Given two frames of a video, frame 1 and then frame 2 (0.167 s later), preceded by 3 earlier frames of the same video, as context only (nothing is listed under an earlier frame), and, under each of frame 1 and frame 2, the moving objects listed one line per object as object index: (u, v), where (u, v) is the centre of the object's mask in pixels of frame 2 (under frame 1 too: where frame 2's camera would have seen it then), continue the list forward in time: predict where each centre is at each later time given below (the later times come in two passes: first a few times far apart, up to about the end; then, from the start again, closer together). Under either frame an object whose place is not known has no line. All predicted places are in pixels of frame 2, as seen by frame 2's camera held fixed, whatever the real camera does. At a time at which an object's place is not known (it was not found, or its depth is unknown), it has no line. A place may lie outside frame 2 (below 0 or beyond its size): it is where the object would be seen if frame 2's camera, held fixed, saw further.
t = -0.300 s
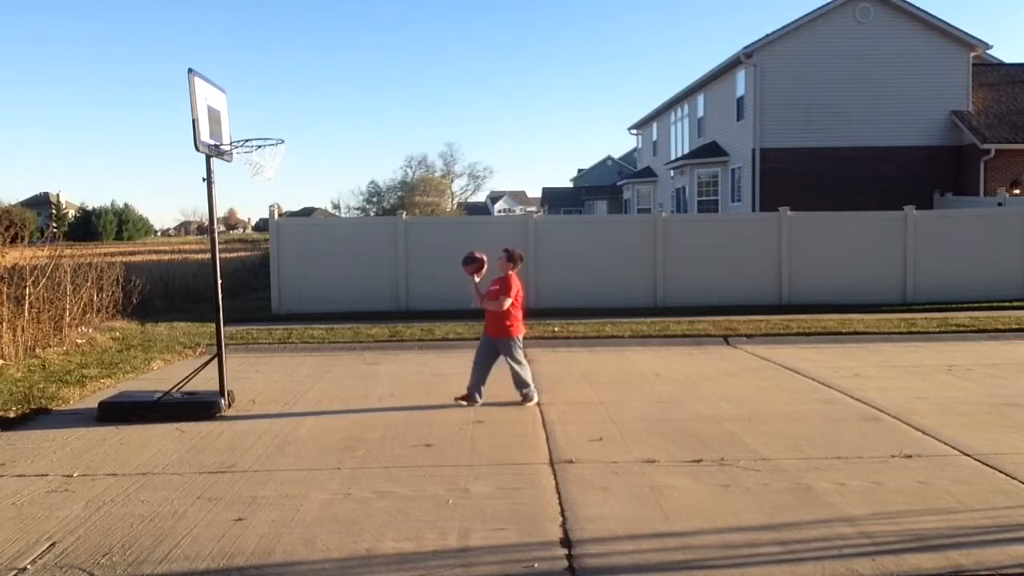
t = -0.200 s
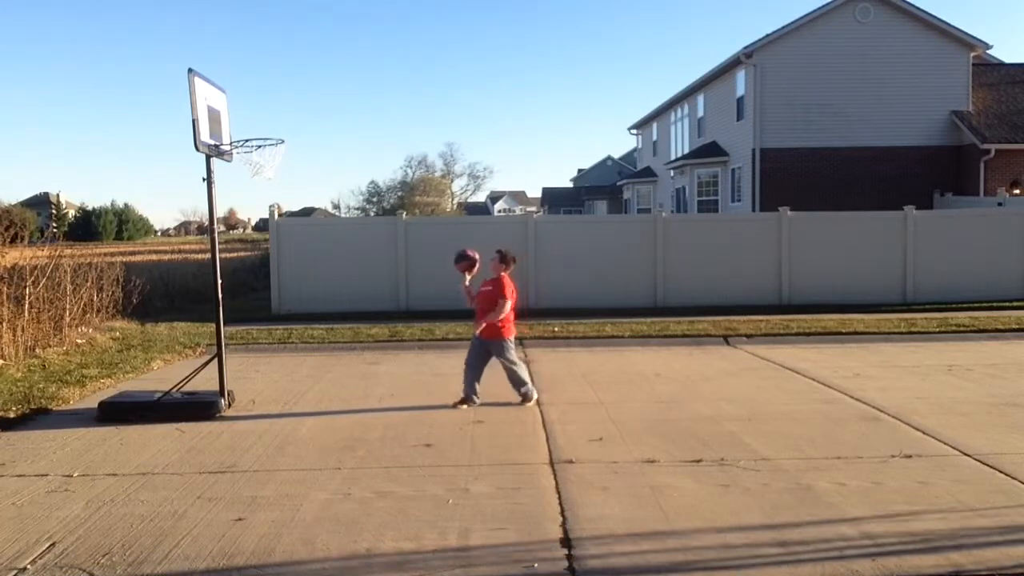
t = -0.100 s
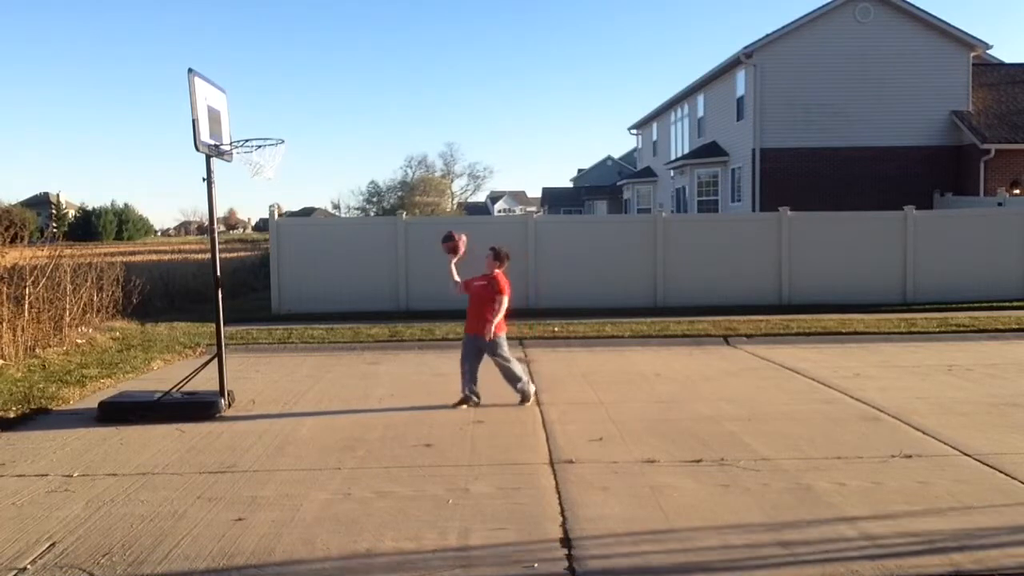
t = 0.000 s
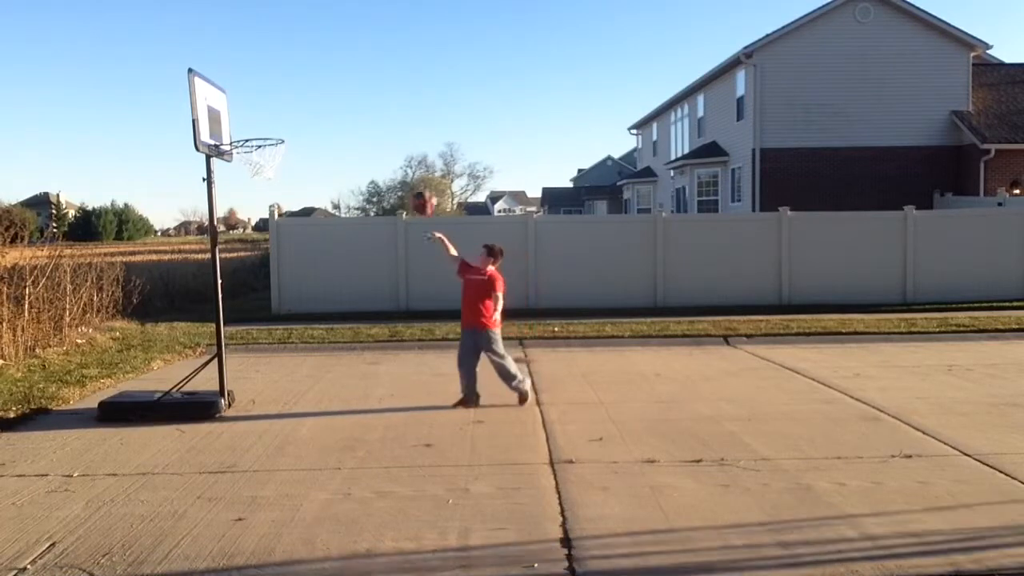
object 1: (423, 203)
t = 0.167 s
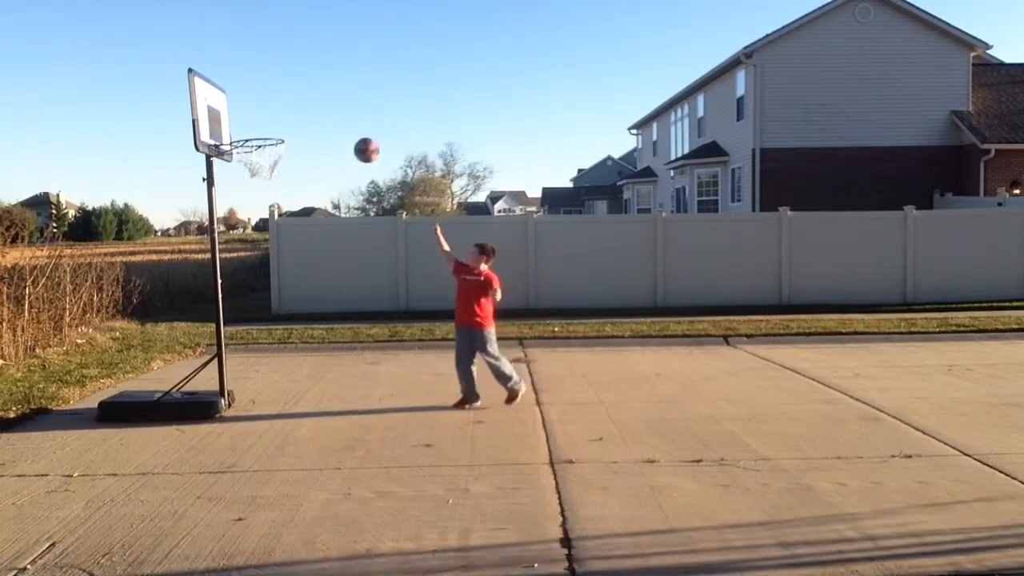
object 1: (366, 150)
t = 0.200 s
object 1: (355, 143)
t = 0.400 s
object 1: (287, 124)
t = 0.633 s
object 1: (232, 121)
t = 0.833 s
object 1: (250, 123)
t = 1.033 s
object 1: (270, 167)
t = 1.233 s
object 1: (281, 231)
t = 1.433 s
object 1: (292, 335)
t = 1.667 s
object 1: (289, 340)
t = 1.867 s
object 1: (279, 284)
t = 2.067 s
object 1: (267, 269)
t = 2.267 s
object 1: (257, 295)
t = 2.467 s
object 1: (246, 367)
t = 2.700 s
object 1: (235, 352)
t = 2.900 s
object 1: (231, 328)
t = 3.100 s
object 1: (233, 349)
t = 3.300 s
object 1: (235, 398)
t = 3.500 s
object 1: (228, 361)
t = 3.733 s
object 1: (222, 371)
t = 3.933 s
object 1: (229, 373)
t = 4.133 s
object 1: (245, 377)
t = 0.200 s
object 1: (355, 143)
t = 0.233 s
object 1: (343, 137)
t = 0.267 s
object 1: (332, 132)
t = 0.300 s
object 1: (321, 128)
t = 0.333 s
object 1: (309, 126)
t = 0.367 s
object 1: (298, 125)
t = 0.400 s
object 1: (287, 124)
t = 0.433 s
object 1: (276, 125)
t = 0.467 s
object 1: (264, 127)
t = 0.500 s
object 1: (253, 130)
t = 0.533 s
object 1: (243, 131)
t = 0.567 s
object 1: (238, 128)
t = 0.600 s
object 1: (230, 125)
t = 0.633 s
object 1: (232, 121)
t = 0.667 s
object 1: (236, 118)
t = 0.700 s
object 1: (239, 117)
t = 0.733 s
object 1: (241, 117)
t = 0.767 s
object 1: (244, 118)
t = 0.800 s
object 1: (247, 120)
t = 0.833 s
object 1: (250, 123)
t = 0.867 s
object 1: (254, 127)
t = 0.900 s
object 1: (256, 132)
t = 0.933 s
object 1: (261, 140)
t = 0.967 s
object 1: (264, 148)
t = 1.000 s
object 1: (267, 157)
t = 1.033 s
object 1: (270, 167)
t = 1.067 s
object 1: (272, 176)
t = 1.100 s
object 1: (274, 185)
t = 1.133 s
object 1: (276, 194)
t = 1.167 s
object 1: (278, 205)
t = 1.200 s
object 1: (279, 217)
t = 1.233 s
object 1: (281, 231)
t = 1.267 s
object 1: (282, 245)
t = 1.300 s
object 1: (284, 262)
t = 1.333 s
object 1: (286, 278)
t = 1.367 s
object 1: (288, 296)
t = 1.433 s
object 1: (292, 335)
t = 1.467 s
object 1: (294, 357)
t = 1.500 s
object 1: (296, 379)
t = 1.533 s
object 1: (297, 399)
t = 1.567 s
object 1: (295, 383)
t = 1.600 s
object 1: (293, 368)
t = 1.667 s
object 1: (289, 340)
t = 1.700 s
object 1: (287, 328)
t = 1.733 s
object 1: (285, 317)
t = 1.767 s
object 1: (282, 308)
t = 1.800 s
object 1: (280, 300)
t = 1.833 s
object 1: (279, 291)
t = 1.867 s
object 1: (279, 284)
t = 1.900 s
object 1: (275, 279)
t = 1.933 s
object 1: (275, 275)
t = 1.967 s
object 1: (272, 272)
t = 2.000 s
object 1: (270, 270)
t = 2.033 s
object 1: (269, 269)
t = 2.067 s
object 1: (267, 269)
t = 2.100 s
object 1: (267, 271)
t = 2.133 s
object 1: (264, 274)
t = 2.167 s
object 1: (261, 276)
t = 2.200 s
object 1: (259, 282)
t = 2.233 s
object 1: (258, 287)
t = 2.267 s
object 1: (257, 295)
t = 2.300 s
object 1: (254, 303)
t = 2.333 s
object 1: (252, 315)
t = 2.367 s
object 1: (250, 327)
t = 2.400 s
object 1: (249, 338)
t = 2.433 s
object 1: (247, 352)
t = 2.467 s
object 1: (246, 367)
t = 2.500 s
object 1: (244, 383)
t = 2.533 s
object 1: (242, 400)
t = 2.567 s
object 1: (241, 392)
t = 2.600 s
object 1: (240, 380)
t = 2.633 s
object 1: (239, 370)
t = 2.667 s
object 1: (237, 360)
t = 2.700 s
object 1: (235, 352)
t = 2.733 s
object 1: (234, 345)
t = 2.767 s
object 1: (233, 339)
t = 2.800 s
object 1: (231, 334)
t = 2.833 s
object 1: (231, 330)
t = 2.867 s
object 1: (231, 329)
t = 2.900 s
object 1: (231, 328)
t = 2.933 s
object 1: (231, 328)
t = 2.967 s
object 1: (232, 330)
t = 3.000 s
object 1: (232, 333)
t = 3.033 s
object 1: (232, 337)
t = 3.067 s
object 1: (233, 342)
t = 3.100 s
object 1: (233, 349)
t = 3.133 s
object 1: (234, 357)
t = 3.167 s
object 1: (234, 365)
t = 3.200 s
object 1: (235, 375)
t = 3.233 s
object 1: (235, 387)
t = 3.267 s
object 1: (235, 399)
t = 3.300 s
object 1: (235, 398)
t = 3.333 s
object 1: (234, 389)
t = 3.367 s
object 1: (233, 381)
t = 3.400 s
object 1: (232, 374)
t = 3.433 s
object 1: (231, 368)
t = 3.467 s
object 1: (229, 364)
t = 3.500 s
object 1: (228, 361)
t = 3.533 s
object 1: (228, 359)
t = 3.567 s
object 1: (226, 358)
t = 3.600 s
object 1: (225, 358)
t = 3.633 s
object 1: (224, 360)
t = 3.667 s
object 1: (223, 362)
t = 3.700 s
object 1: (223, 365)
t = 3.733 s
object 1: (222, 371)
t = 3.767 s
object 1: (221, 377)
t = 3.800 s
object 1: (220, 384)
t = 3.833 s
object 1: (221, 386)
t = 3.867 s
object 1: (223, 382)
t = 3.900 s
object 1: (226, 377)
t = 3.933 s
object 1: (229, 373)
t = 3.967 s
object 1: (232, 371)
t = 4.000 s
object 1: (234, 370)
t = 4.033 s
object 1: (238, 370)
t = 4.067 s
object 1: (240, 371)
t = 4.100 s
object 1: (243, 374)
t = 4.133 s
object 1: (245, 377)
